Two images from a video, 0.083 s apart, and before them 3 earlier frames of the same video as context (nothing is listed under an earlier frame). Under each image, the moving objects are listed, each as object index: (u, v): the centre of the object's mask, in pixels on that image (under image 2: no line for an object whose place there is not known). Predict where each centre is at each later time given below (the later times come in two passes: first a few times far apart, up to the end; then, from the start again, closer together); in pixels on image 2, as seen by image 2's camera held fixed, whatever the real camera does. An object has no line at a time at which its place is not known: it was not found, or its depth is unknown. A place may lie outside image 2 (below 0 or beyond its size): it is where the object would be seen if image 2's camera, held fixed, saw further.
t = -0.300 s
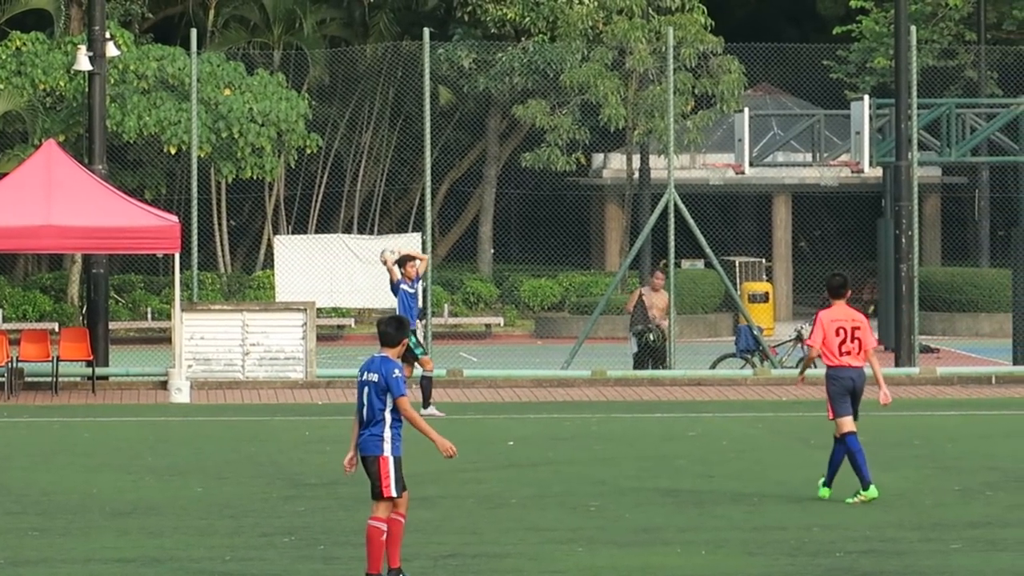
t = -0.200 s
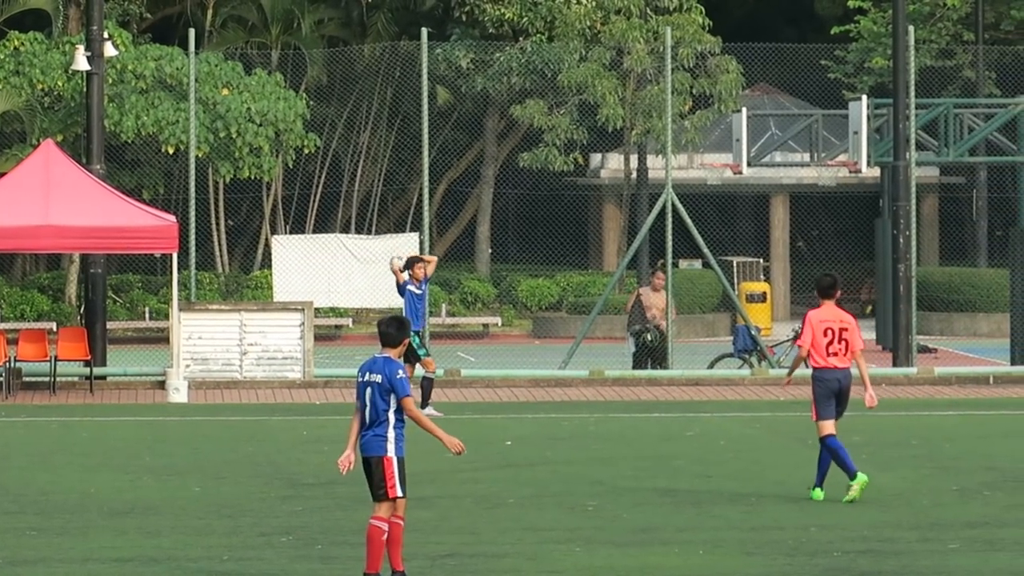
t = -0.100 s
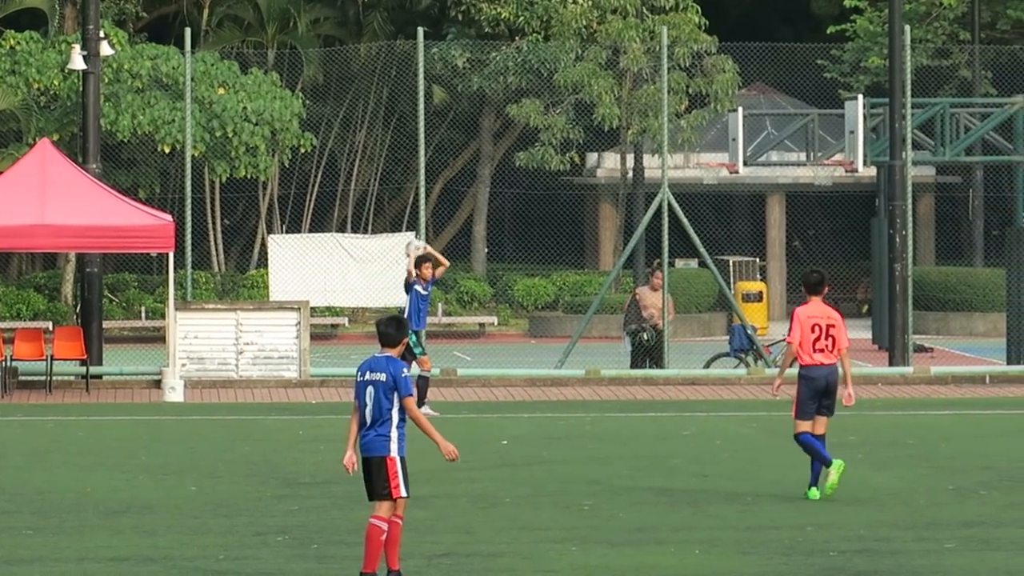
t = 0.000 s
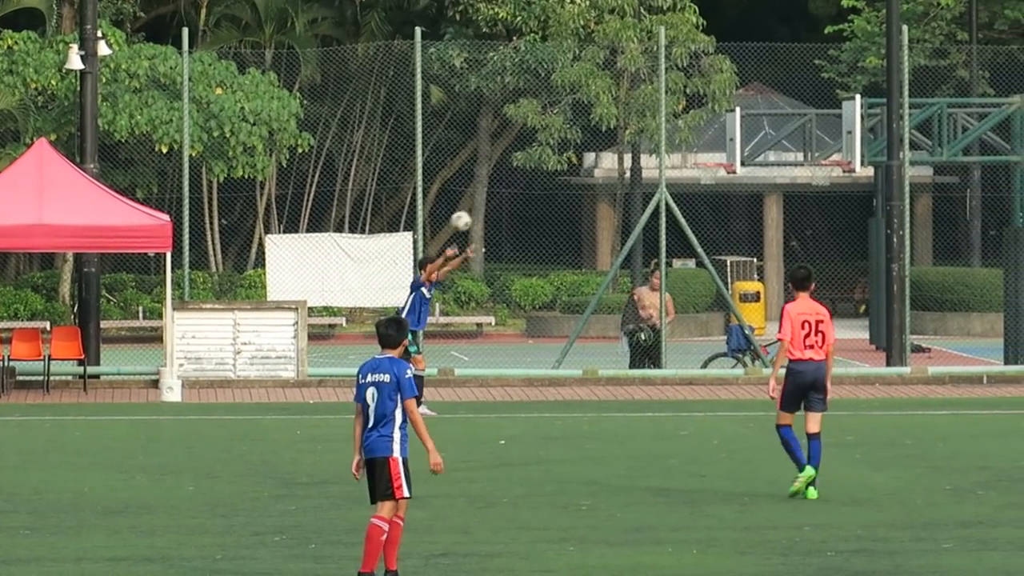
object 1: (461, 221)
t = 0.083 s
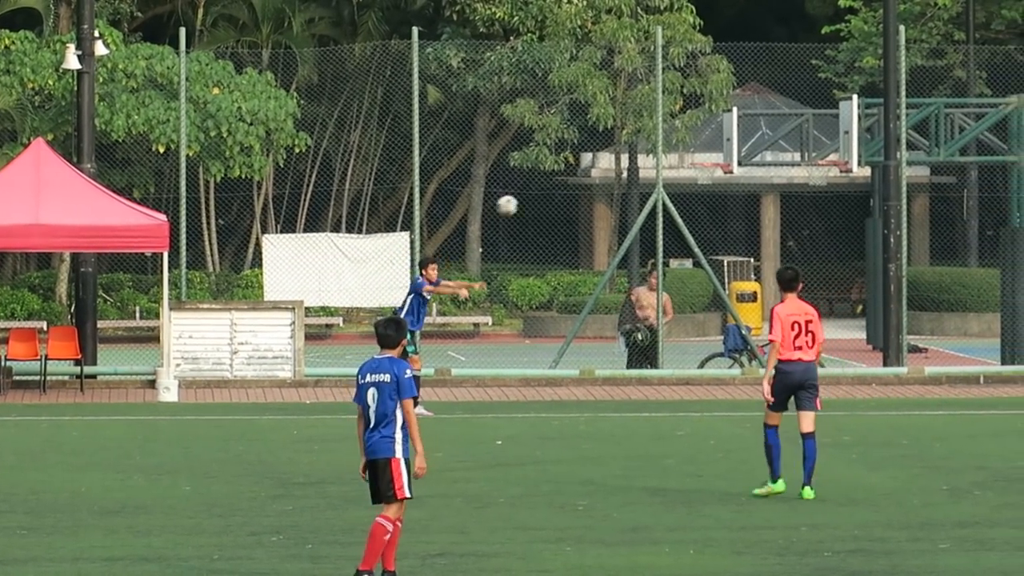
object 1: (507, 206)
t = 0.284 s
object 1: (625, 194)
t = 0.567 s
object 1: (793, 249)
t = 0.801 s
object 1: (940, 357)
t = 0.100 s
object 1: (517, 203)
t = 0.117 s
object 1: (527, 201)
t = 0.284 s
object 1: (625, 194)
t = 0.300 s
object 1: (635, 195)
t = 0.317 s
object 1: (645, 197)
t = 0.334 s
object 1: (655, 198)
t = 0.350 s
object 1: (666, 200)
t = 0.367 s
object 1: (675, 202)
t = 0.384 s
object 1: (684, 204)
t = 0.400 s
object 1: (693, 207)
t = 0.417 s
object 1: (703, 210)
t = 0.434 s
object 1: (713, 214)
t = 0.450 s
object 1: (723, 217)
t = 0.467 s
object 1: (733, 220)
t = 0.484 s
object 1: (743, 225)
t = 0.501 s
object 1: (752, 229)
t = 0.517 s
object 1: (762, 234)
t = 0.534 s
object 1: (772, 239)
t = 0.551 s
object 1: (784, 244)
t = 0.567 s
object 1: (793, 249)
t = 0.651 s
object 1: (847, 281)
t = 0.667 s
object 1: (857, 288)
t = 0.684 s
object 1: (868, 296)
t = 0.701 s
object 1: (877, 304)
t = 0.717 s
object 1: (888, 312)
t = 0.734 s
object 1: (898, 319)
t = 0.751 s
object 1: (909, 330)
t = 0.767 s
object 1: (920, 338)
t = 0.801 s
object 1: (940, 357)
